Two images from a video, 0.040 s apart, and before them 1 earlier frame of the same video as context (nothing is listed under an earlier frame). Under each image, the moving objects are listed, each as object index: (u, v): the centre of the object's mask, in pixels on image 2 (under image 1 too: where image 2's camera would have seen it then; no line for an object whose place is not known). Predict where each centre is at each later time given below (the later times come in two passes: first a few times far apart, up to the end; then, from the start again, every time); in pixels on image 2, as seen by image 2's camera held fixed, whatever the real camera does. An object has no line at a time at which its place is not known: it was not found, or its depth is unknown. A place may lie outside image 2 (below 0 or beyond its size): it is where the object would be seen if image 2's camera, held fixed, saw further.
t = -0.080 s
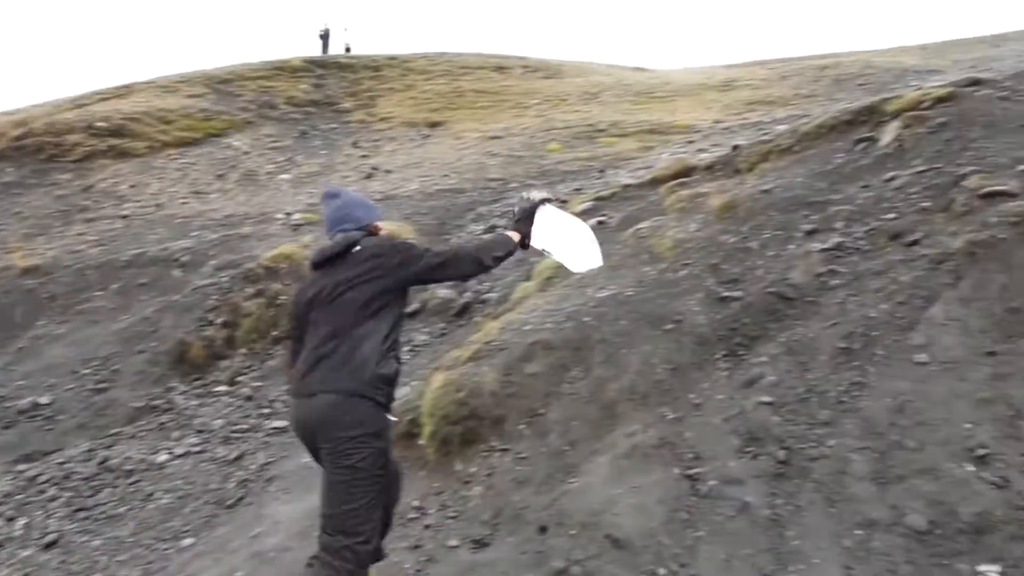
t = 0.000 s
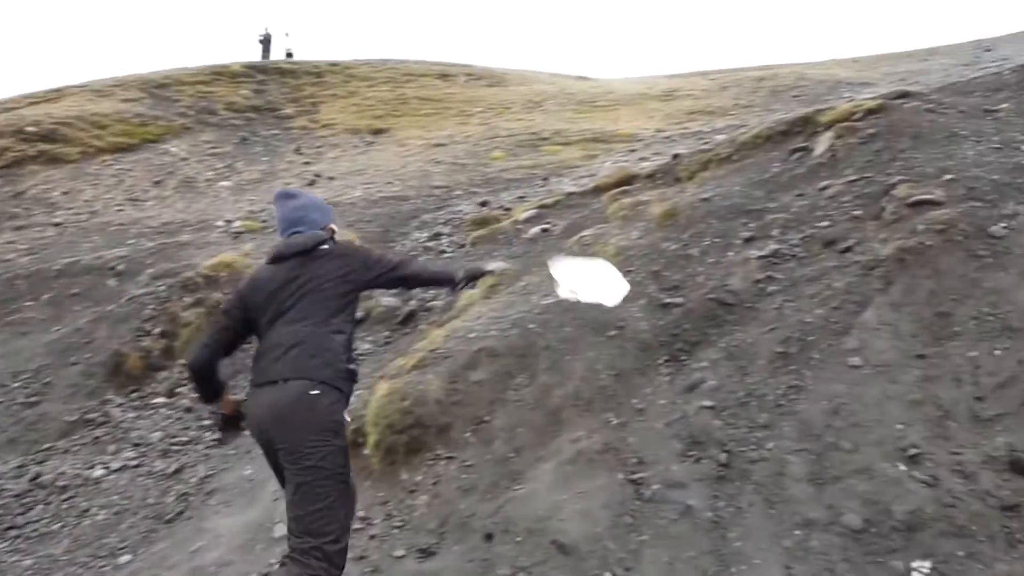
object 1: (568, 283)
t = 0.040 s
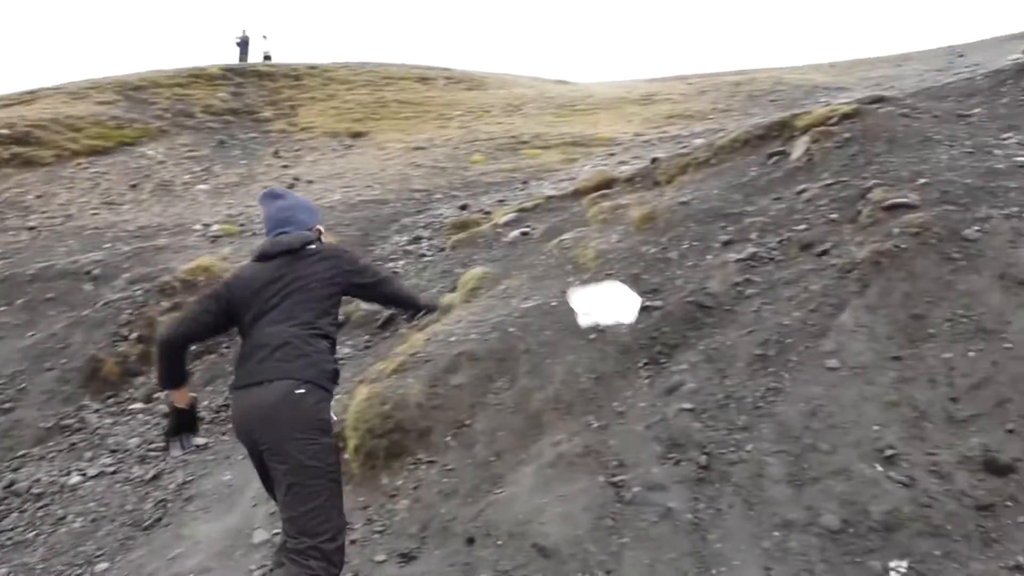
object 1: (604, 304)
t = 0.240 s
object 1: (704, 332)
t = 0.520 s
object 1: (777, 337)
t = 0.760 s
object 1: (794, 349)
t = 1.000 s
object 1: (787, 359)
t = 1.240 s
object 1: (768, 395)
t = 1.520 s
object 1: (732, 418)
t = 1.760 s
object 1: (716, 476)
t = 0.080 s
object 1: (636, 324)
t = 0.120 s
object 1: (667, 346)
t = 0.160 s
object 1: (686, 355)
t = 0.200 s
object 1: (696, 343)
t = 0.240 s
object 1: (704, 332)
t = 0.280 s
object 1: (715, 325)
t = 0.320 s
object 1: (728, 322)
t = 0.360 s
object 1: (739, 323)
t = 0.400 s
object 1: (751, 326)
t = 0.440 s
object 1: (763, 332)
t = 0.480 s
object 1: (771, 336)
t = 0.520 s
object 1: (777, 337)
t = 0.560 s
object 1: (782, 341)
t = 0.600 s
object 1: (786, 346)
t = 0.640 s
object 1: (789, 349)
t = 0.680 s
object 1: (791, 349)
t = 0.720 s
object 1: (793, 348)
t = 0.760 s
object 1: (794, 349)
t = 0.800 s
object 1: (795, 351)
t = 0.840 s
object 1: (796, 353)
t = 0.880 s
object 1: (795, 355)
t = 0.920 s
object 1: (793, 356)
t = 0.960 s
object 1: (790, 357)
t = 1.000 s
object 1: (787, 359)
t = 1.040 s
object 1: (784, 362)
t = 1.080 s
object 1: (781, 368)
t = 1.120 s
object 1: (779, 378)
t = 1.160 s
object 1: (778, 391)
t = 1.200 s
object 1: (774, 394)
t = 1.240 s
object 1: (768, 395)
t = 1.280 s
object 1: (763, 397)
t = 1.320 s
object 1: (757, 402)
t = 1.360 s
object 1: (752, 408)
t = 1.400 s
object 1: (745, 410)
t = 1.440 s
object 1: (740, 411)
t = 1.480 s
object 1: (735, 414)
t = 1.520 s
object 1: (732, 418)
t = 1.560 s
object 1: (729, 422)
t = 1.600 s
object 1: (726, 428)
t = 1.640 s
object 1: (724, 441)
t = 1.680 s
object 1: (723, 456)
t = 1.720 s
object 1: (720, 472)
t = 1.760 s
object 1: (716, 476)
